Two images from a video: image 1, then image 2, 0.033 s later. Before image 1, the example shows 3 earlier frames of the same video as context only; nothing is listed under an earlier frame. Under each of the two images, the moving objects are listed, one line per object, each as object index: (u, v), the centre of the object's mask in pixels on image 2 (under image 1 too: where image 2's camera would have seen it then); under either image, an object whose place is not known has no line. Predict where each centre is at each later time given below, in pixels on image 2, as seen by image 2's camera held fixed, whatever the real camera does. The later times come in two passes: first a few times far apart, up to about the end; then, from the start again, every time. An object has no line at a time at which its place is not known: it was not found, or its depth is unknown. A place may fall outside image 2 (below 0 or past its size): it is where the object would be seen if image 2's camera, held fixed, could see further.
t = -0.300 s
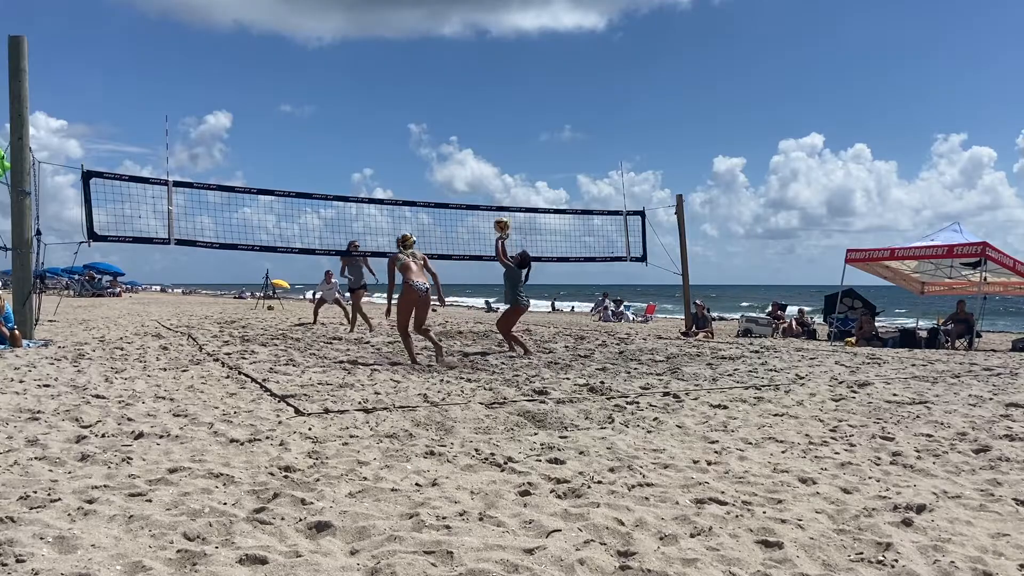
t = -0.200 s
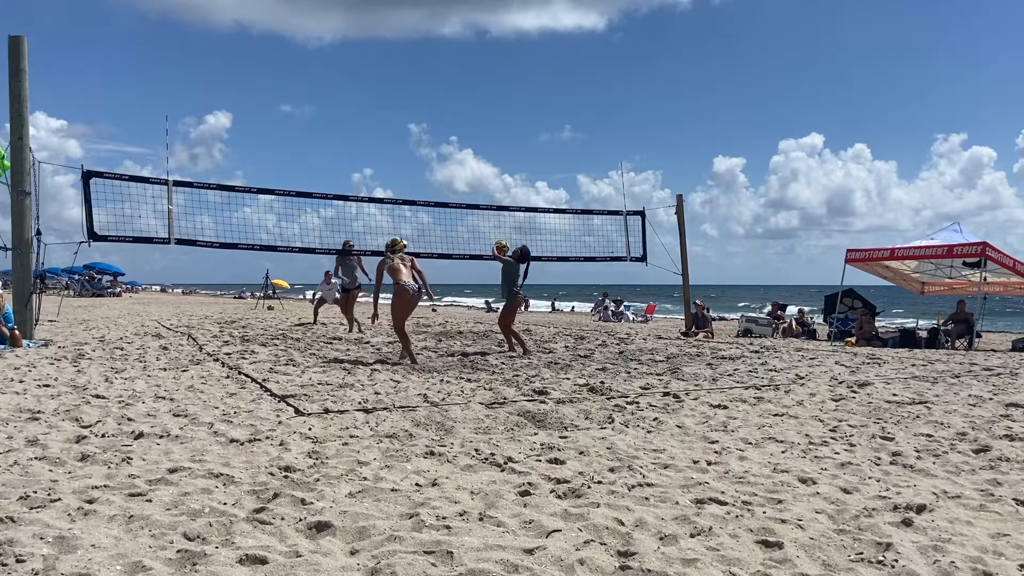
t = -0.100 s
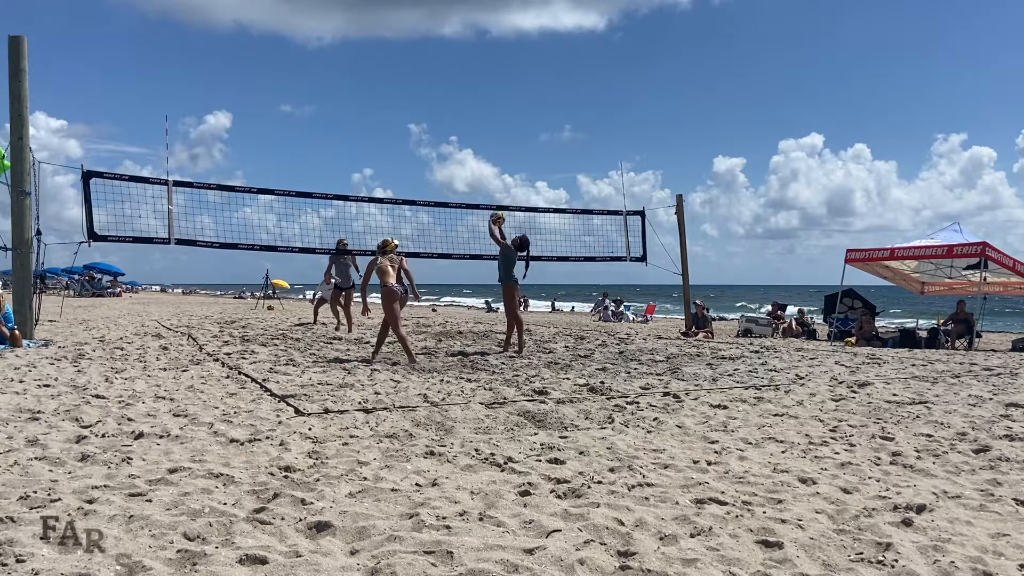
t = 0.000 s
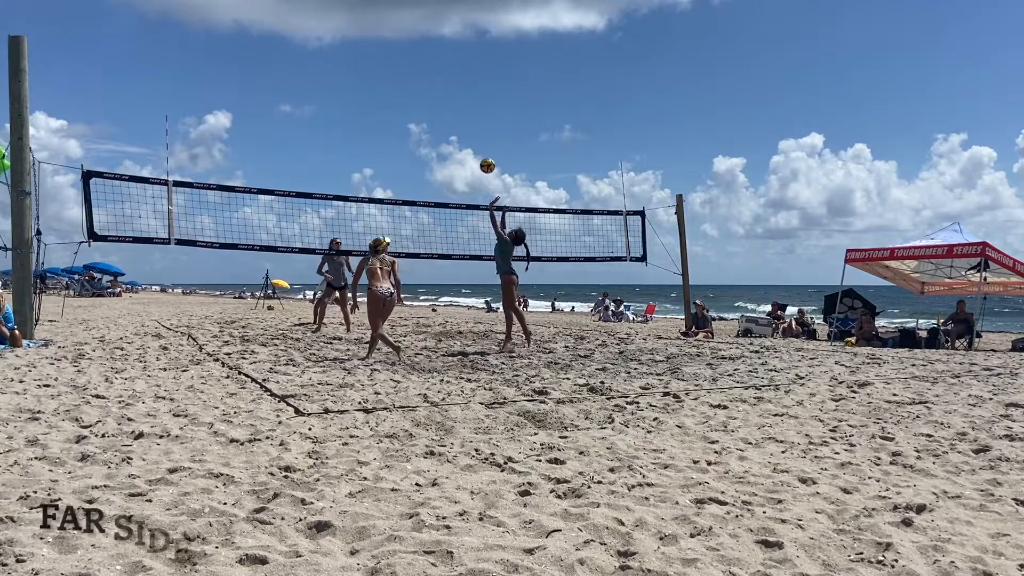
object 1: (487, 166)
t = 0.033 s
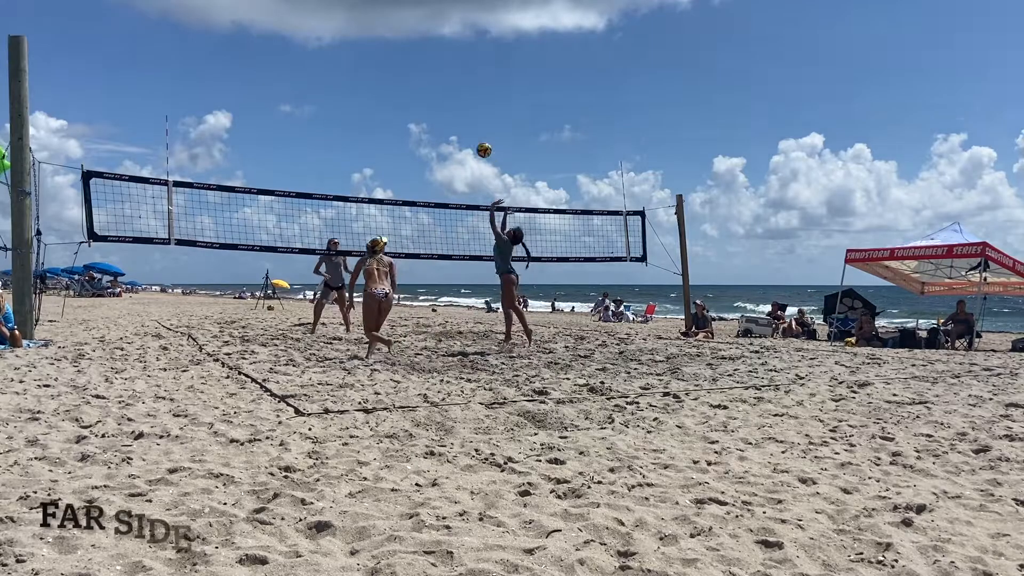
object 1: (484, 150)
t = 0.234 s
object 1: (464, 74)
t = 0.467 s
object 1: (441, 23)
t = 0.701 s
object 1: (416, 10)
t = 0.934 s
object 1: (389, 33)
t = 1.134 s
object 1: (365, 80)
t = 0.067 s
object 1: (481, 135)
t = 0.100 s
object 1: (477, 121)
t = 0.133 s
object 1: (474, 108)
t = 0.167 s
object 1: (470, 96)
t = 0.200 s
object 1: (467, 84)
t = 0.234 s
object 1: (464, 74)
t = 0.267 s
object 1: (461, 64)
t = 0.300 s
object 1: (458, 55)
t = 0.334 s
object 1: (454, 47)
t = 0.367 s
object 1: (451, 40)
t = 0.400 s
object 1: (447, 34)
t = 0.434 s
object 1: (444, 28)
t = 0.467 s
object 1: (441, 23)
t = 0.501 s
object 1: (437, 19)
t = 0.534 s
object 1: (434, 16)
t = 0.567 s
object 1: (430, 13)
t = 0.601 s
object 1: (427, 11)
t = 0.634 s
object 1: (423, 10)
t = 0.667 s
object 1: (419, 10)
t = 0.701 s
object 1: (416, 10)
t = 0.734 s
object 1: (412, 11)
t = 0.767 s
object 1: (408, 13)
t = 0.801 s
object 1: (405, 16)
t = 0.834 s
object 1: (401, 19)
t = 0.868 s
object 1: (397, 23)
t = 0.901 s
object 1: (393, 28)
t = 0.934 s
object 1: (389, 33)
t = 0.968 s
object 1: (385, 39)
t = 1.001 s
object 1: (381, 46)
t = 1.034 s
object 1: (378, 54)
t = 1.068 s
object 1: (373, 62)
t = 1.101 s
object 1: (369, 71)
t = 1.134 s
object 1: (365, 80)
